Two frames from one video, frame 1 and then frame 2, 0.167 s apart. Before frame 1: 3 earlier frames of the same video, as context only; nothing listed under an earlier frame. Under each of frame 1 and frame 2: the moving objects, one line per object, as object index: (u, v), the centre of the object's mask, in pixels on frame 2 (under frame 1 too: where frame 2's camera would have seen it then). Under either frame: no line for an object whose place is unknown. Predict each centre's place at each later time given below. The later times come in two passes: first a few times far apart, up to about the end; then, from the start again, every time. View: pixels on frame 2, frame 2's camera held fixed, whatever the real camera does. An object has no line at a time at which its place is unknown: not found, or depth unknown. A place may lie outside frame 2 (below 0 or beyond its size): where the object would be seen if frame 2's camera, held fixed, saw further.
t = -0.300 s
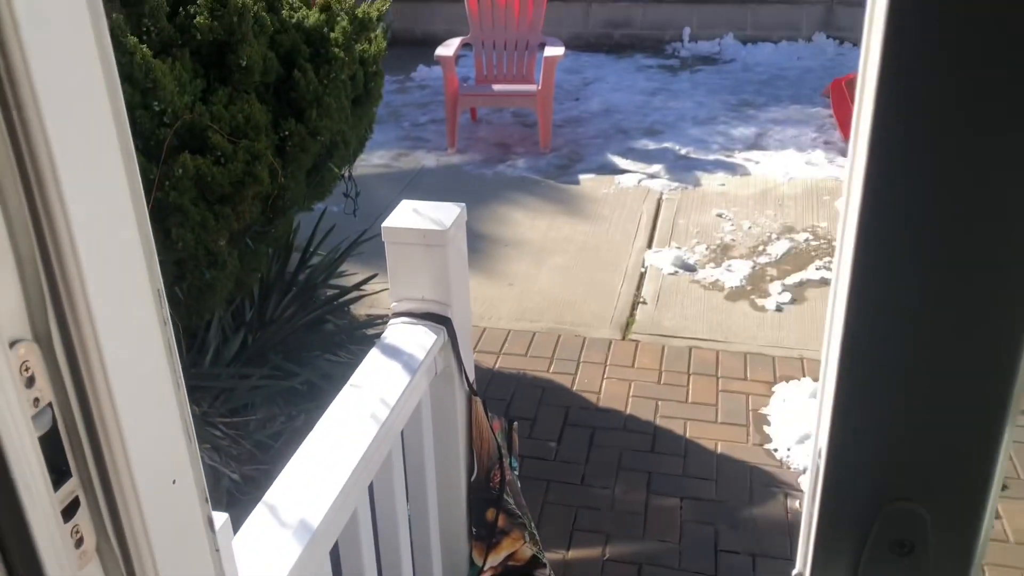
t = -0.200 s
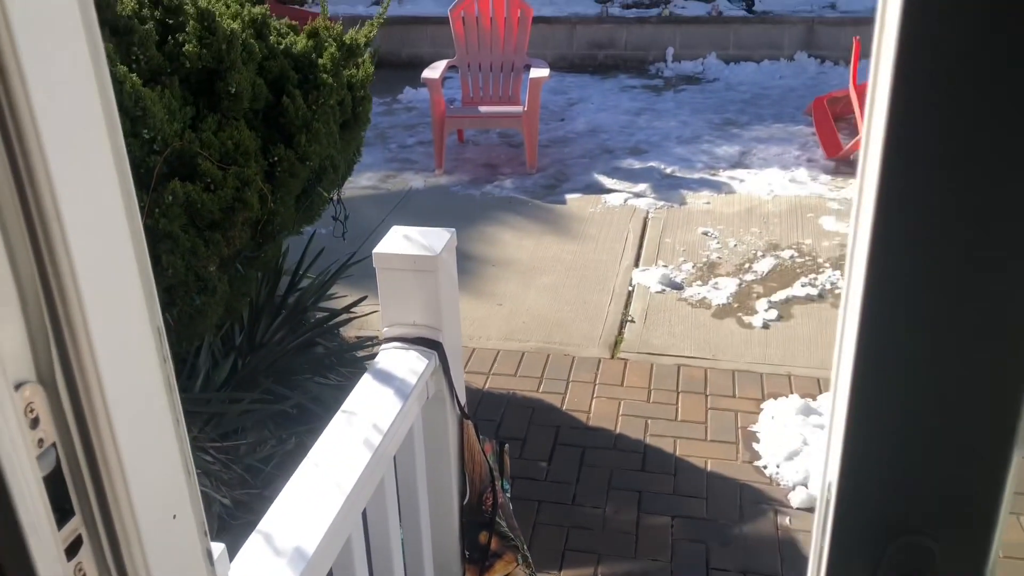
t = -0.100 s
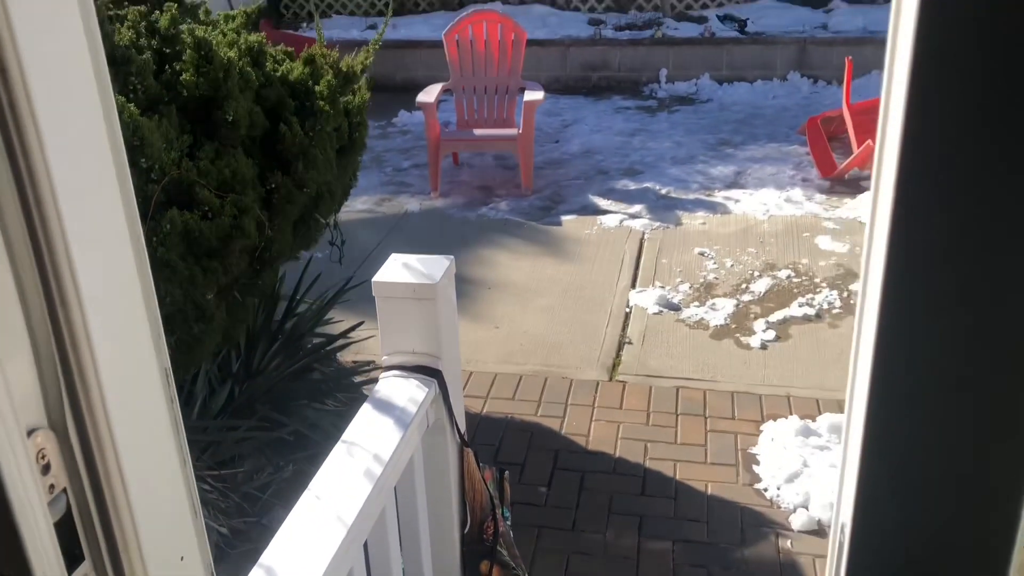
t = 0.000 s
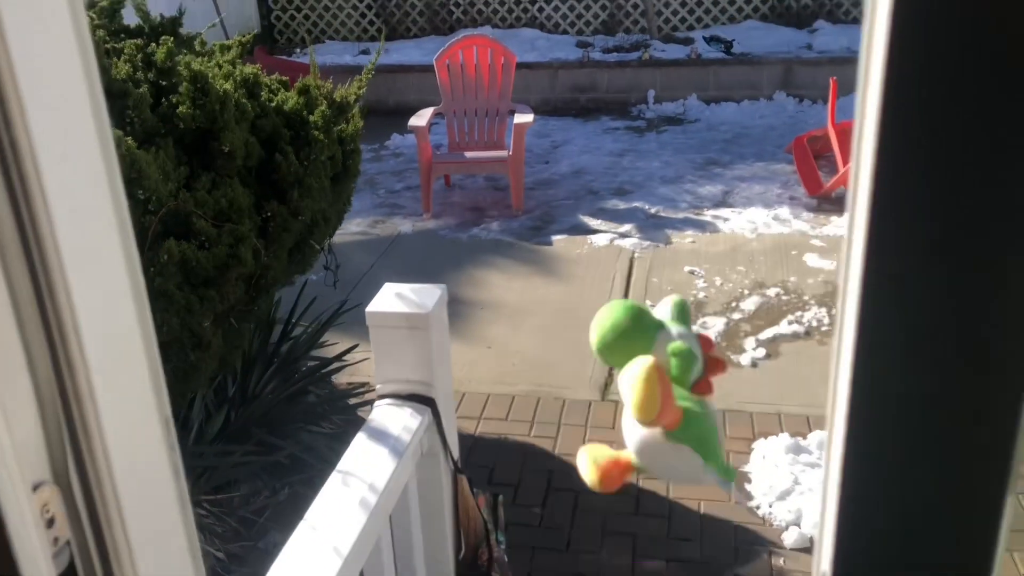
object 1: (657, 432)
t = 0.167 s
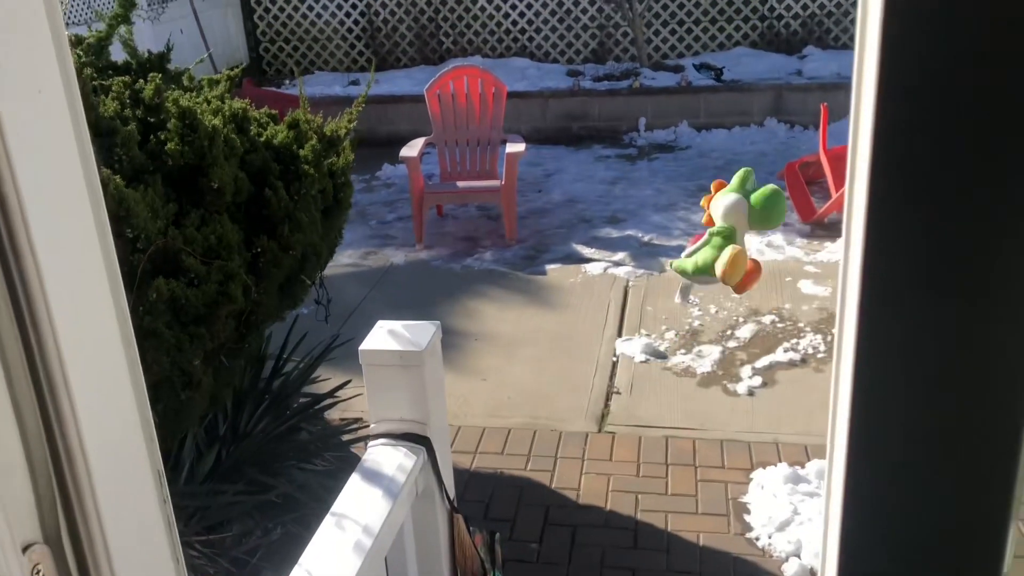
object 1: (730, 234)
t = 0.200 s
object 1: (738, 230)
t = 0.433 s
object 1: (761, 307)
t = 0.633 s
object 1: (765, 428)
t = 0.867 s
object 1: (745, 379)
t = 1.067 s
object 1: (726, 364)
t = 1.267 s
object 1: (722, 363)
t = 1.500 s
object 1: (722, 367)
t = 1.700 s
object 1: (722, 380)
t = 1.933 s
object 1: (722, 380)
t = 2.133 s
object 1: (722, 380)
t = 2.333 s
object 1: (722, 380)
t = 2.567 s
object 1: (722, 380)
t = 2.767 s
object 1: (722, 380)
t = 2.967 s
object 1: (722, 380)
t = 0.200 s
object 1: (738, 230)
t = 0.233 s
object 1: (746, 234)
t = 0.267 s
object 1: (751, 243)
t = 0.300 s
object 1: (750, 249)
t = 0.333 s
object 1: (756, 258)
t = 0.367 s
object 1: (761, 274)
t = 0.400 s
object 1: (762, 290)
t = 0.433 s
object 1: (761, 307)
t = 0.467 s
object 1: (762, 322)
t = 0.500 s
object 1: (763, 342)
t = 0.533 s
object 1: (763, 365)
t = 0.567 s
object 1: (763, 386)
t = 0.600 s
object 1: (763, 407)
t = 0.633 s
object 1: (765, 428)
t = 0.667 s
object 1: (763, 420)
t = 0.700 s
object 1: (760, 407)
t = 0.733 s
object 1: (757, 394)
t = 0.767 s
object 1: (756, 386)
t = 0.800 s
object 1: (753, 383)
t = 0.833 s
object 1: (748, 382)
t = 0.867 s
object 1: (745, 379)
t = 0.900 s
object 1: (744, 377)
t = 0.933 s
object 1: (739, 376)
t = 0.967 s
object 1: (737, 372)
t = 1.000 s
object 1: (734, 368)
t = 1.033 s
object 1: (731, 366)
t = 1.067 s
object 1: (726, 364)
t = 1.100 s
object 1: (723, 364)
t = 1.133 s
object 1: (722, 364)
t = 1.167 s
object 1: (721, 363)
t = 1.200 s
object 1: (721, 363)
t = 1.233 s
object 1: (721, 363)
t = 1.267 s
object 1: (722, 363)
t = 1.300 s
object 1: (722, 363)
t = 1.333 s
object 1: (722, 363)
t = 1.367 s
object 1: (722, 363)
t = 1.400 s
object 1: (722, 363)
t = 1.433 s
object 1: (721, 364)
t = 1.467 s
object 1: (721, 365)
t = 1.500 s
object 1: (722, 367)
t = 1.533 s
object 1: (721, 368)
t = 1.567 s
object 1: (721, 372)
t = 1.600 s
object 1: (722, 377)
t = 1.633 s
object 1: (721, 379)
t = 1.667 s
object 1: (722, 379)
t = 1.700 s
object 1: (722, 380)
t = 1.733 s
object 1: (722, 380)
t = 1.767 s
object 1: (722, 380)
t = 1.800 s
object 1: (722, 380)
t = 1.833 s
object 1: (722, 380)
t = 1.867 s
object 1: (722, 380)
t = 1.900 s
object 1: (722, 380)
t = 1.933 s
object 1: (722, 380)
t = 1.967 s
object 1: (722, 380)
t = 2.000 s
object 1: (722, 380)
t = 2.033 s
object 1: (722, 380)
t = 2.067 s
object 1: (722, 380)
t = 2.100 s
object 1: (722, 380)
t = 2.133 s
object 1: (722, 380)
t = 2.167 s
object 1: (722, 380)
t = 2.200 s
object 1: (722, 380)
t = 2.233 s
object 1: (722, 380)
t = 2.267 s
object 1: (722, 380)
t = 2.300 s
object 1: (722, 380)
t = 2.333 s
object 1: (722, 380)
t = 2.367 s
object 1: (722, 380)
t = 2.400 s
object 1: (722, 380)
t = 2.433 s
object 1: (722, 380)
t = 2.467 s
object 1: (722, 380)
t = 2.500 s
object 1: (722, 380)
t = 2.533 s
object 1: (722, 380)
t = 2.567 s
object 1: (722, 380)
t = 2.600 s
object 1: (722, 380)
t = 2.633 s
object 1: (722, 380)
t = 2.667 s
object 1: (722, 380)
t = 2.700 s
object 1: (722, 380)
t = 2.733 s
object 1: (722, 380)
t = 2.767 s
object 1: (722, 380)
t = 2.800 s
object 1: (722, 380)
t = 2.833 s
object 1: (722, 380)
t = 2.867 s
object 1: (722, 380)
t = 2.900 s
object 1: (722, 380)
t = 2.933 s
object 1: (722, 380)
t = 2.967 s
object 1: (722, 380)
